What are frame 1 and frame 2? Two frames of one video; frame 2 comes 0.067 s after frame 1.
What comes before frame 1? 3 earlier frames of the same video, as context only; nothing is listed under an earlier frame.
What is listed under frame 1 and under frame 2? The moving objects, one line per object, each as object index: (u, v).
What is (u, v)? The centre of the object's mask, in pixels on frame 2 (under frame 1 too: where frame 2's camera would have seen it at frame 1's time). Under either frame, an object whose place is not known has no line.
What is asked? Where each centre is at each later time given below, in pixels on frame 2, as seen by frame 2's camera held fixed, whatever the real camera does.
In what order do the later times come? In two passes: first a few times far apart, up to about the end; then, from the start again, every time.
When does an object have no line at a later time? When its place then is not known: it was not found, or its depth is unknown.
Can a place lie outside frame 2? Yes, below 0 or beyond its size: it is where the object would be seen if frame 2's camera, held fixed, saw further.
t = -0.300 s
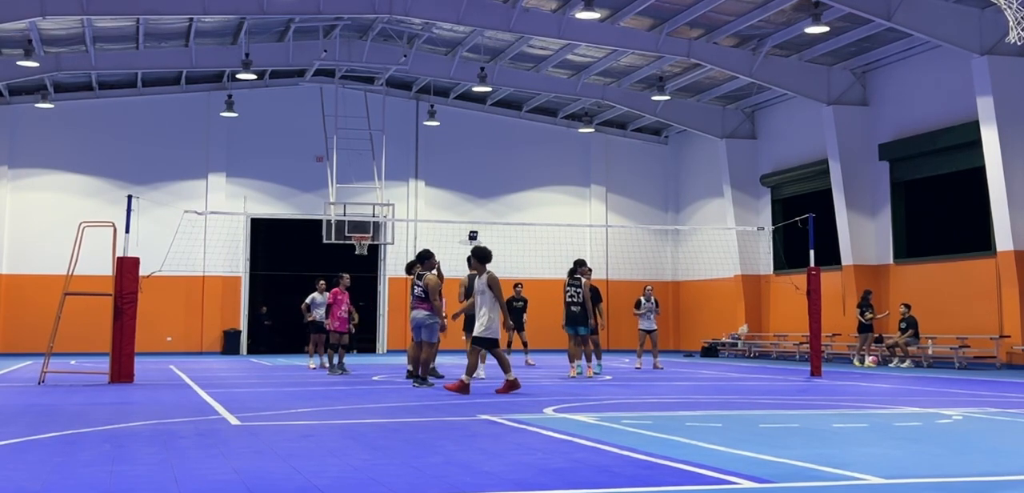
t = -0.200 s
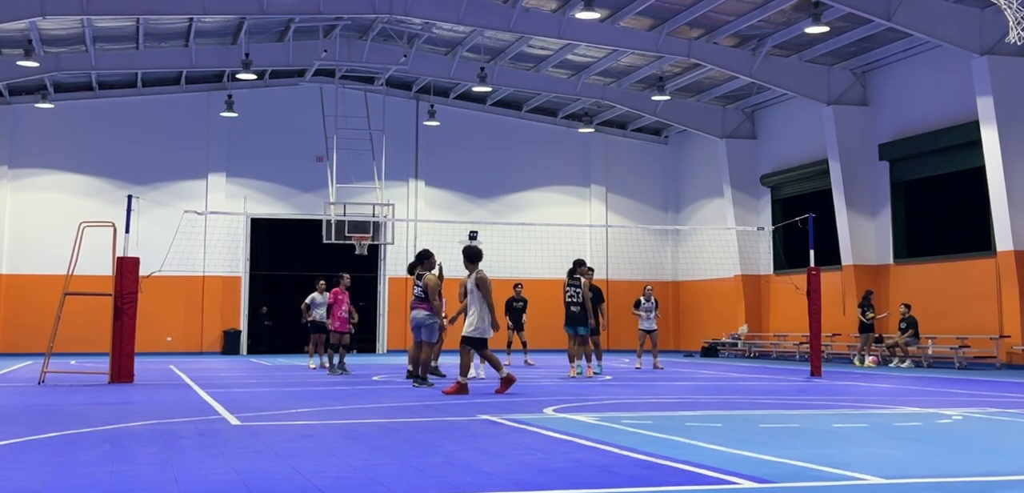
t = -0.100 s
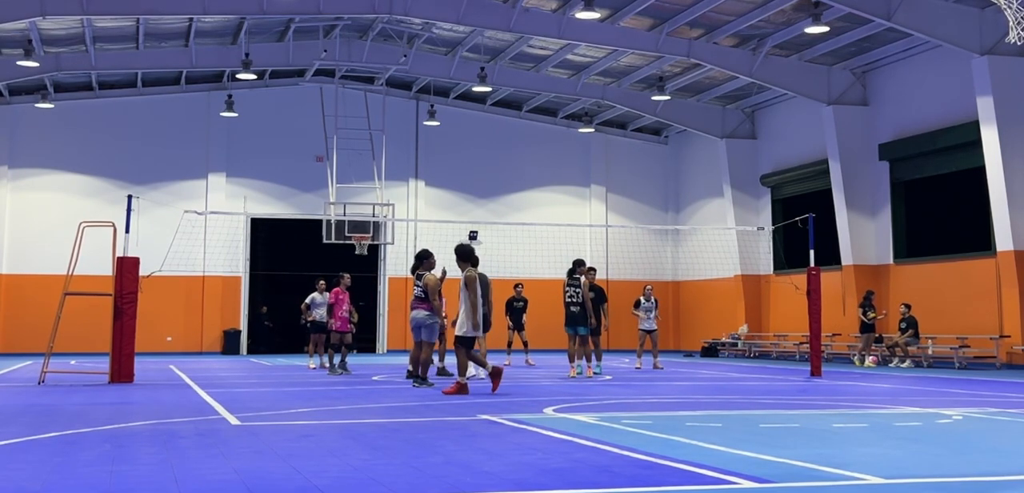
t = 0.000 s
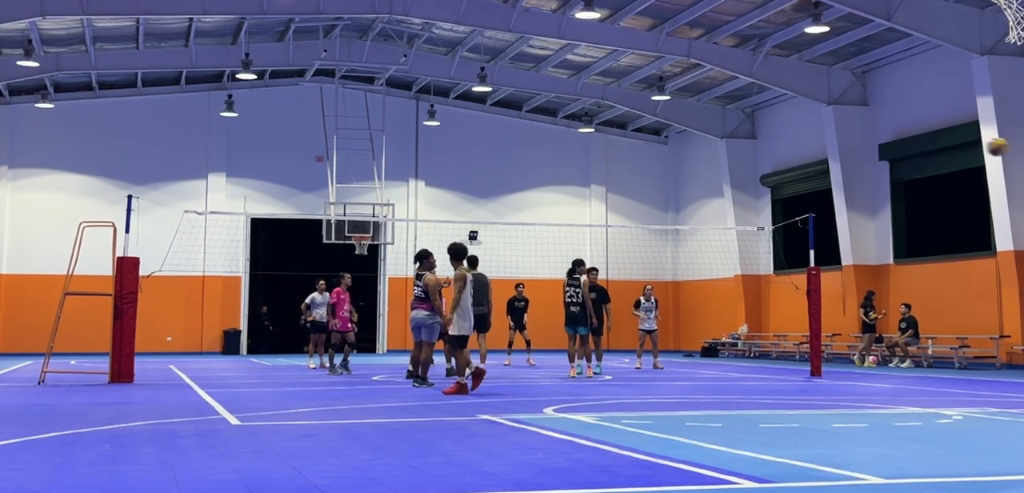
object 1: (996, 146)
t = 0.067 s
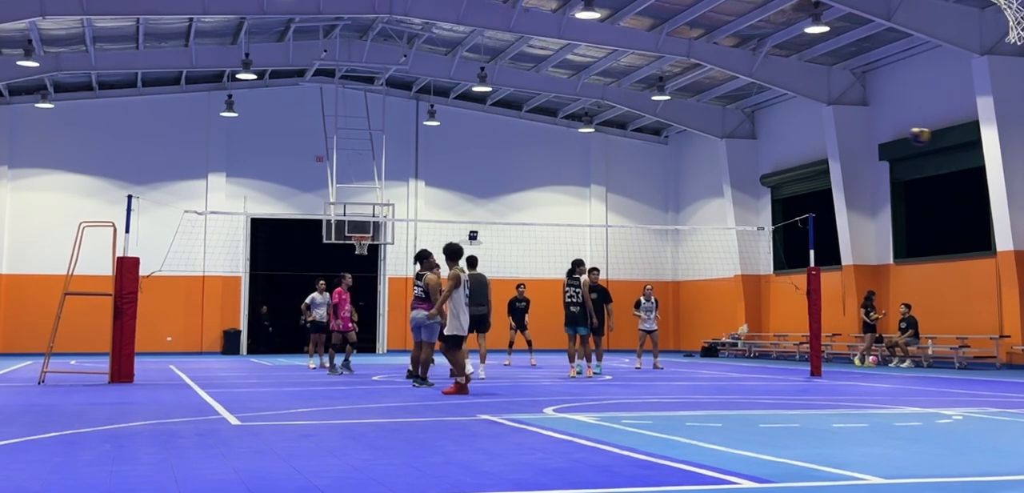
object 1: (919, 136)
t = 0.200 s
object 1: (791, 127)
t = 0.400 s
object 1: (646, 140)
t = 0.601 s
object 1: (535, 172)
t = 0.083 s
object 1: (901, 133)
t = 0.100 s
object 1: (885, 132)
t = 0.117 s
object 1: (868, 130)
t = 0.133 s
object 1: (852, 129)
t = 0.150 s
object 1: (836, 128)
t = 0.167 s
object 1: (821, 127)
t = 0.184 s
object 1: (805, 127)
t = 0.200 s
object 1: (791, 127)
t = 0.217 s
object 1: (777, 127)
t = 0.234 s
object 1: (763, 127)
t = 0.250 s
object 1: (751, 128)
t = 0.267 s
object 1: (738, 128)
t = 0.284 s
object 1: (725, 129)
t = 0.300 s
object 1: (713, 131)
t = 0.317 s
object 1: (701, 132)
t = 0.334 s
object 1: (689, 133)
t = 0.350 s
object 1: (678, 134)
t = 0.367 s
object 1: (668, 135)
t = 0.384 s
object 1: (658, 138)
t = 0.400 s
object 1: (646, 140)
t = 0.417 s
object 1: (635, 142)
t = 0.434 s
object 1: (625, 144)
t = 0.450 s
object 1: (615, 147)
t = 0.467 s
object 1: (606, 149)
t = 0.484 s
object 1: (596, 152)
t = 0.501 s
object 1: (587, 154)
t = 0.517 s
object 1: (578, 157)
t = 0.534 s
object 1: (569, 160)
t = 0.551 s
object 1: (560, 163)
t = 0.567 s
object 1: (552, 166)
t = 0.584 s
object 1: (543, 169)
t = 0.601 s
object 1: (535, 172)
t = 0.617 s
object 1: (527, 175)
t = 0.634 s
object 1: (519, 178)
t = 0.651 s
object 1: (511, 182)
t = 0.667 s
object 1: (504, 185)
